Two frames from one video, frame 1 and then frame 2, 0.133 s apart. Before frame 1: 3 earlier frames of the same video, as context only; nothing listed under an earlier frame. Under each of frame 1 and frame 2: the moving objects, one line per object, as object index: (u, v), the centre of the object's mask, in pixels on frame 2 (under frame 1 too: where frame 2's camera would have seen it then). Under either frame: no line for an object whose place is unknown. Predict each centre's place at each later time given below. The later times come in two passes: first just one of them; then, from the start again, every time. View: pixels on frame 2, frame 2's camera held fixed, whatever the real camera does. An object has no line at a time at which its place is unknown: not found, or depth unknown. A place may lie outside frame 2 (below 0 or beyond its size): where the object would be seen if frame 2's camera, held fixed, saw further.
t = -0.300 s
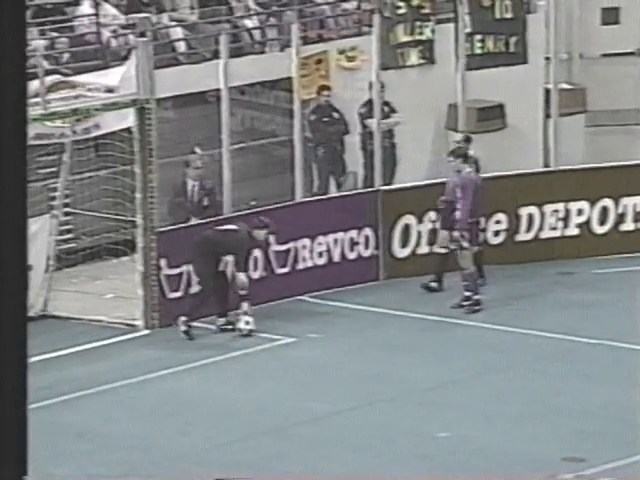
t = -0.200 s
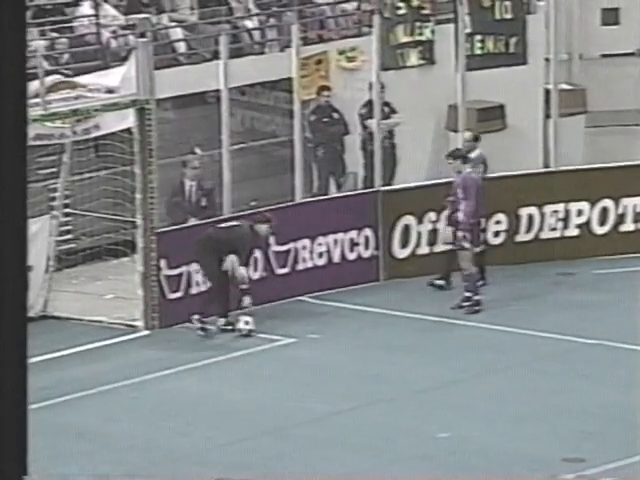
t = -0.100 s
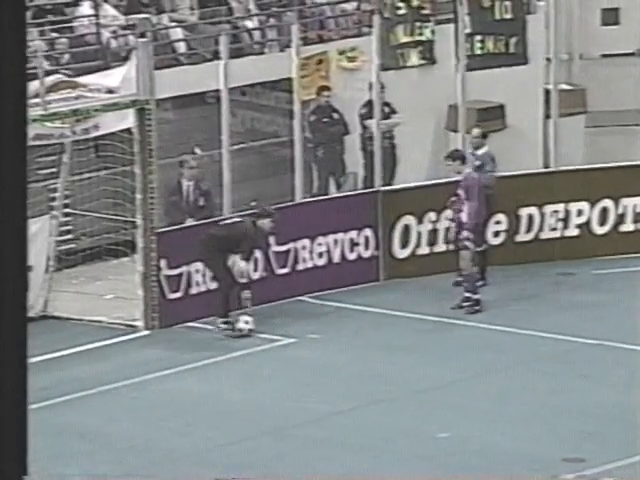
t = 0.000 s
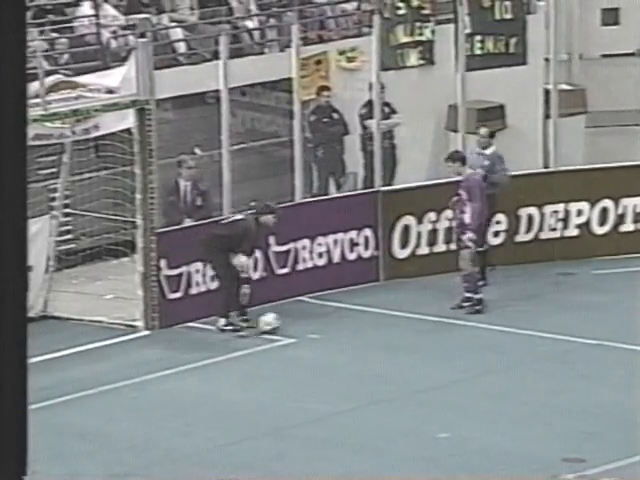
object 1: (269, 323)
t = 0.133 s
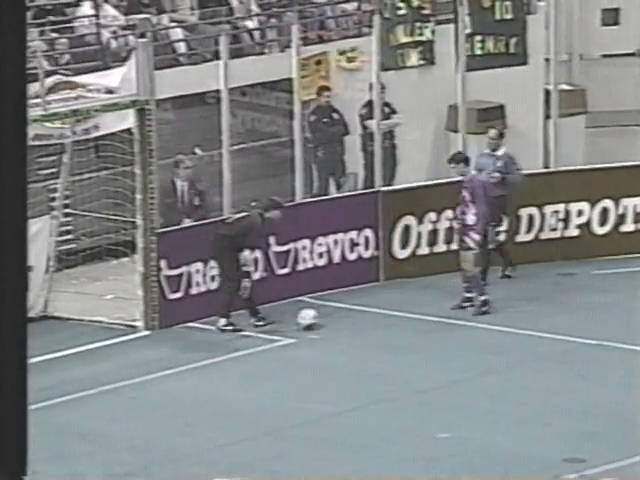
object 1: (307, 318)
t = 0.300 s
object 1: (347, 314)
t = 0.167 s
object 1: (315, 317)
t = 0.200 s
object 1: (324, 317)
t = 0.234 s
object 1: (333, 316)
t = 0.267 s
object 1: (339, 315)
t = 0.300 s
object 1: (347, 314)
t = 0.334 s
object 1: (354, 314)
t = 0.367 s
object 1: (361, 313)
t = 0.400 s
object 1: (369, 312)
